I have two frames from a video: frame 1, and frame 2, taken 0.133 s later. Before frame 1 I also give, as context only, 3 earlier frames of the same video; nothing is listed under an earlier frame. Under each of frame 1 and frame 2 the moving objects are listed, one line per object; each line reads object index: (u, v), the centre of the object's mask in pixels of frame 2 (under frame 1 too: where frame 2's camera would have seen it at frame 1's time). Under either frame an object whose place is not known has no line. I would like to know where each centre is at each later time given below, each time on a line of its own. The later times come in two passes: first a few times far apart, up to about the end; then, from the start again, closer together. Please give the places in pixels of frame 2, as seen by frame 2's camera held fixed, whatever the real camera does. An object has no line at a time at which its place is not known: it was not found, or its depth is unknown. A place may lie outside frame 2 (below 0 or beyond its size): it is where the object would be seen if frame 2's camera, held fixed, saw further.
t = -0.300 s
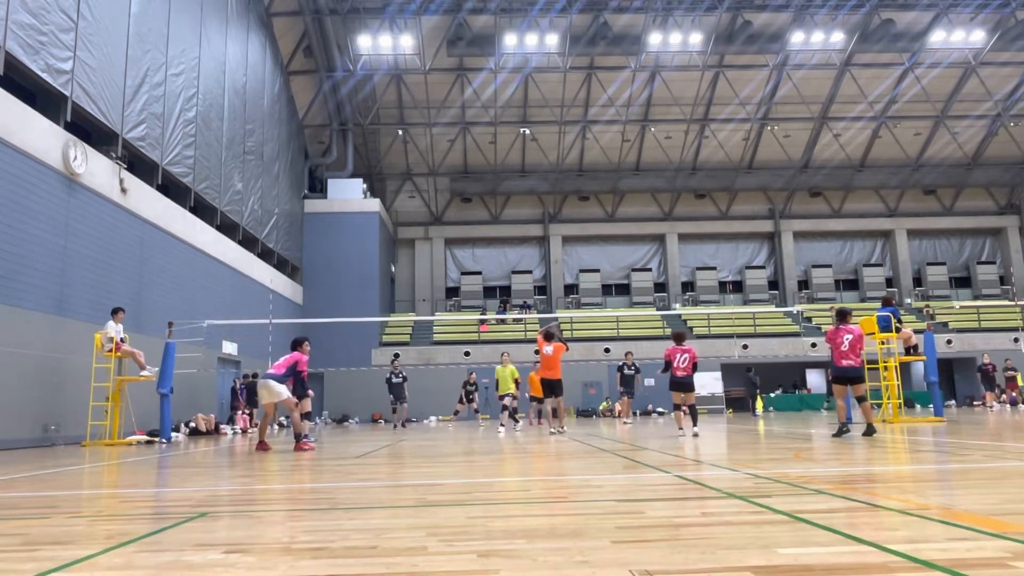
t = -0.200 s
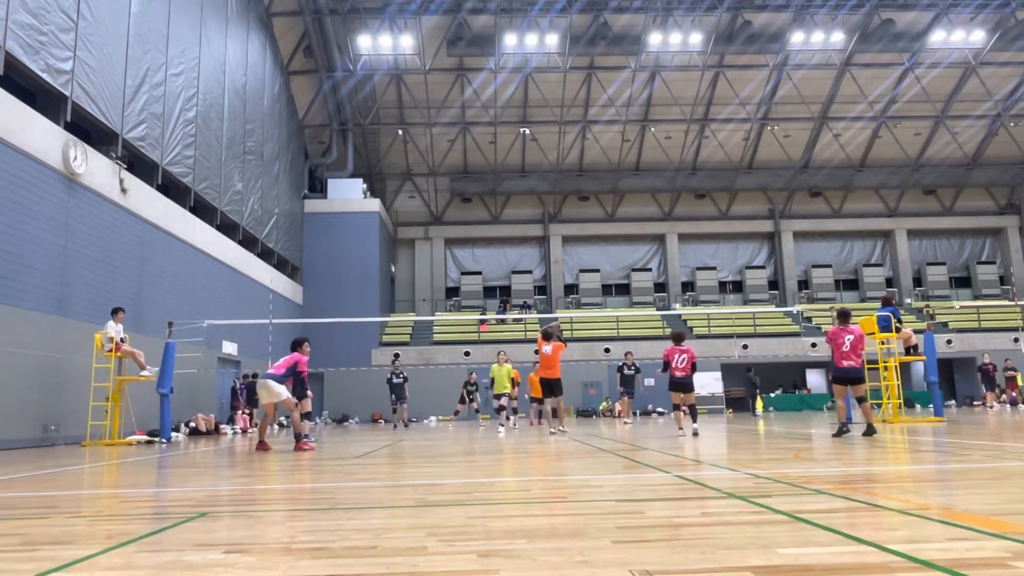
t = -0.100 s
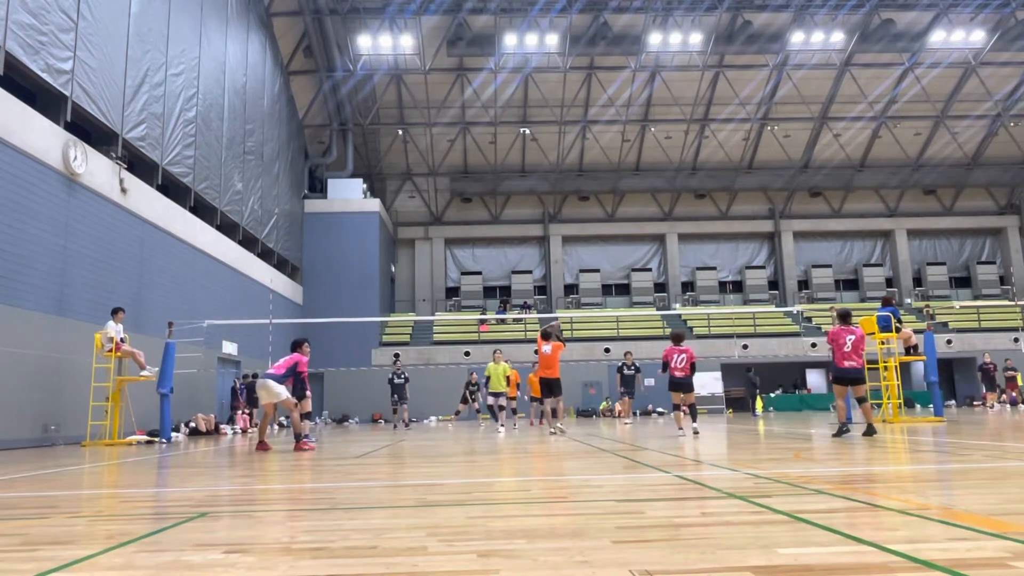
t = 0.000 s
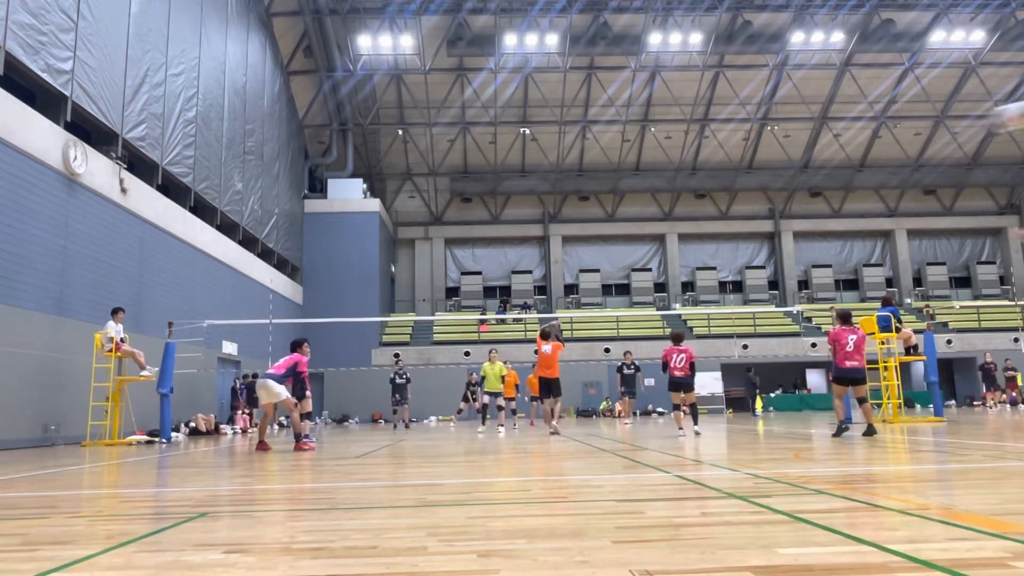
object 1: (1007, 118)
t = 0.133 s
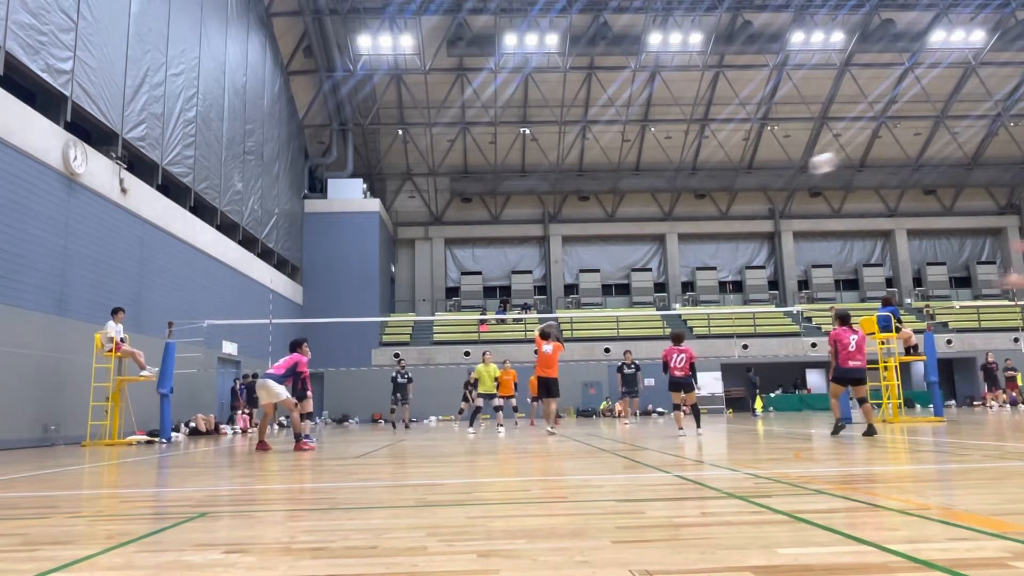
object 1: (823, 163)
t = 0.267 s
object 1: (717, 200)
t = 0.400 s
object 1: (650, 233)
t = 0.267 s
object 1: (717, 200)
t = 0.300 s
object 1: (697, 208)
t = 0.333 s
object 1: (681, 215)
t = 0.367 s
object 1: (665, 225)
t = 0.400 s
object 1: (650, 233)
